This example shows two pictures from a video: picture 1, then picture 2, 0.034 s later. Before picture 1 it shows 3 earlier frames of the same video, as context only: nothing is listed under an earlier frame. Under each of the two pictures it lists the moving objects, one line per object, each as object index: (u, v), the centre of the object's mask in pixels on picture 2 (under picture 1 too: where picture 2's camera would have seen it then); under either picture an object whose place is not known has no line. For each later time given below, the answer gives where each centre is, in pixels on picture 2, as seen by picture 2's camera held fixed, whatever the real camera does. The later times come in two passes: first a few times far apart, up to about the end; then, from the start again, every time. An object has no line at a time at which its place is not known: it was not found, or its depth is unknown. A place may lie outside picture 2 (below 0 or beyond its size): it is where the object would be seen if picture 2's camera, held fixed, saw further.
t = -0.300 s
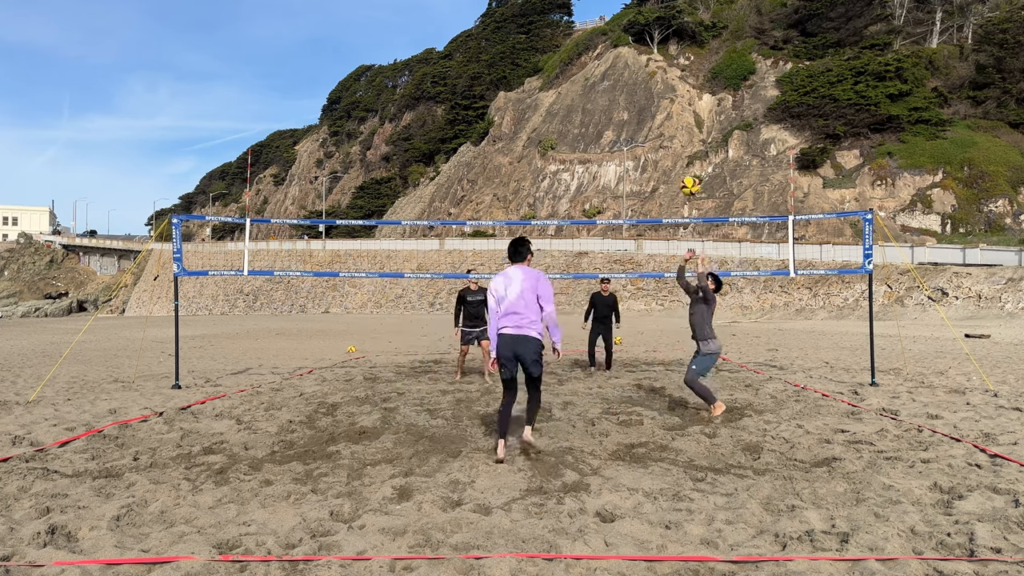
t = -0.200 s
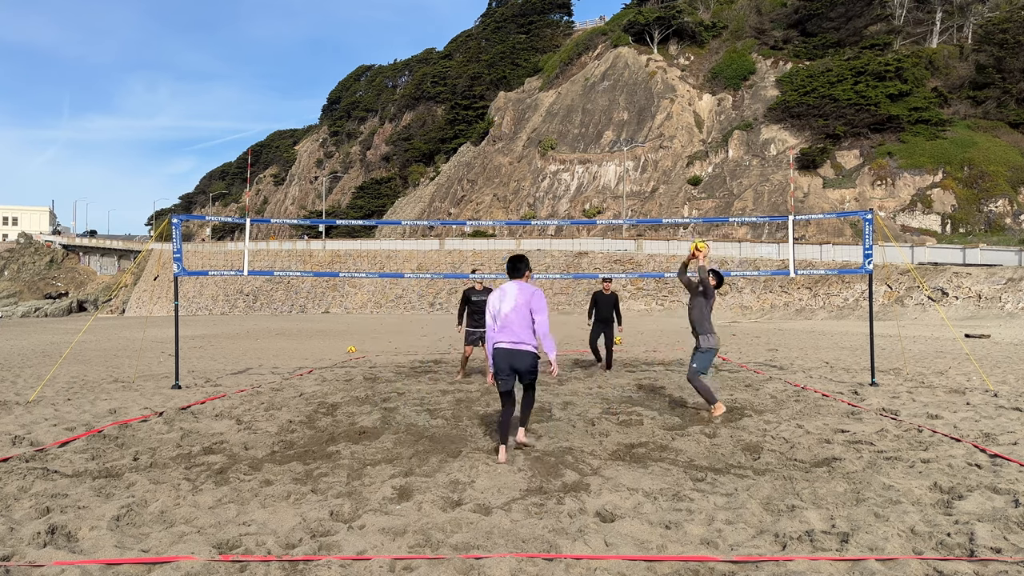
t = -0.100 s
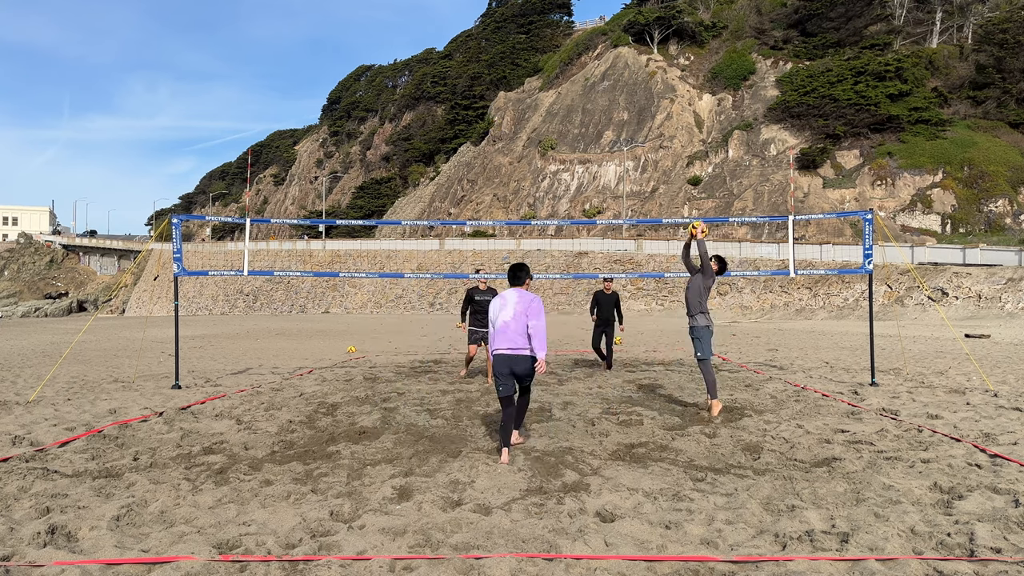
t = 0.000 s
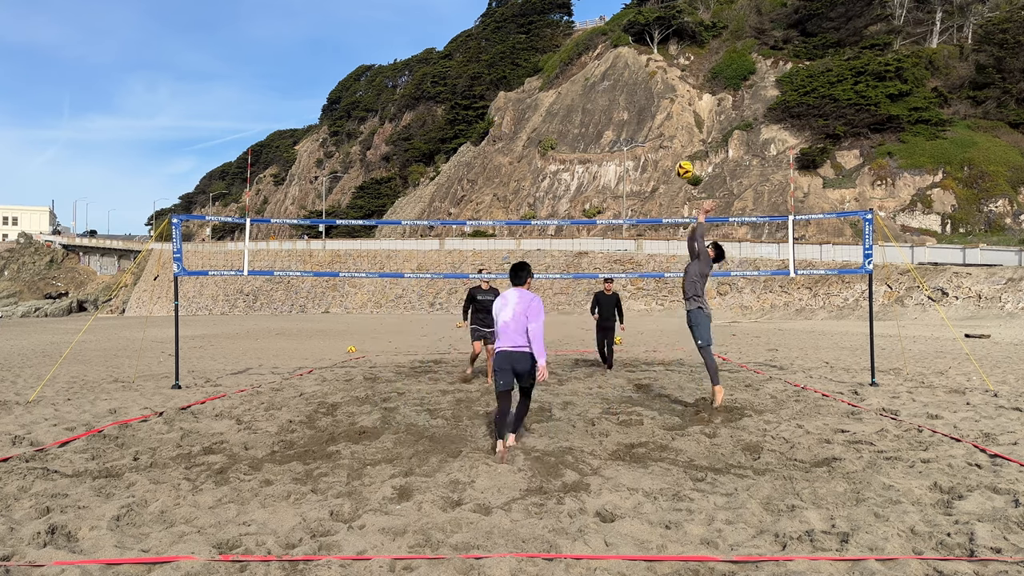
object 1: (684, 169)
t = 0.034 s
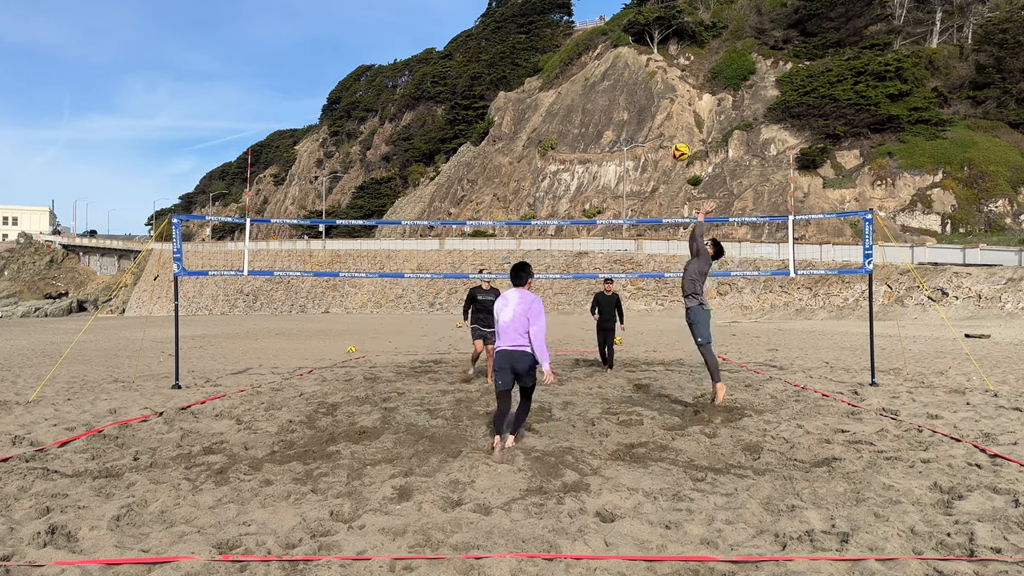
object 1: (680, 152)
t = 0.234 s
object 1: (658, 68)
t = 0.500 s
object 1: (631, 21)
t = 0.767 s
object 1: (608, 34)
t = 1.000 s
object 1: (590, 90)
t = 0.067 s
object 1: (676, 135)
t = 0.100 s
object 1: (673, 120)
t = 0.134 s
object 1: (668, 105)
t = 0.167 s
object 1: (665, 92)
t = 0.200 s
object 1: (662, 80)
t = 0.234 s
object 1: (658, 68)
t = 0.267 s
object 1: (654, 60)
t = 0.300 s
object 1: (651, 51)
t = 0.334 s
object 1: (647, 43)
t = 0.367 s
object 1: (644, 37)
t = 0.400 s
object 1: (641, 32)
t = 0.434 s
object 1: (637, 28)
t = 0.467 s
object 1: (635, 23)
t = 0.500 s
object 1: (631, 21)
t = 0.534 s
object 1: (629, 19)
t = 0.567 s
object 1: (626, 18)
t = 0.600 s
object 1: (623, 19)
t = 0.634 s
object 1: (620, 20)
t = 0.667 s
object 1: (617, 23)
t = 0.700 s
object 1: (614, 25)
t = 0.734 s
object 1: (611, 29)
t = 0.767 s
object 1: (608, 34)
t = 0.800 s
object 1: (606, 39)
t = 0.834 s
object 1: (603, 46)
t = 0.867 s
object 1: (600, 53)
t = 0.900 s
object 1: (598, 61)
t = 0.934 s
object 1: (596, 70)
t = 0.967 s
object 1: (593, 79)
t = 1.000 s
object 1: (590, 90)
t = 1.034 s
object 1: (588, 101)
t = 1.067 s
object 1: (586, 113)
